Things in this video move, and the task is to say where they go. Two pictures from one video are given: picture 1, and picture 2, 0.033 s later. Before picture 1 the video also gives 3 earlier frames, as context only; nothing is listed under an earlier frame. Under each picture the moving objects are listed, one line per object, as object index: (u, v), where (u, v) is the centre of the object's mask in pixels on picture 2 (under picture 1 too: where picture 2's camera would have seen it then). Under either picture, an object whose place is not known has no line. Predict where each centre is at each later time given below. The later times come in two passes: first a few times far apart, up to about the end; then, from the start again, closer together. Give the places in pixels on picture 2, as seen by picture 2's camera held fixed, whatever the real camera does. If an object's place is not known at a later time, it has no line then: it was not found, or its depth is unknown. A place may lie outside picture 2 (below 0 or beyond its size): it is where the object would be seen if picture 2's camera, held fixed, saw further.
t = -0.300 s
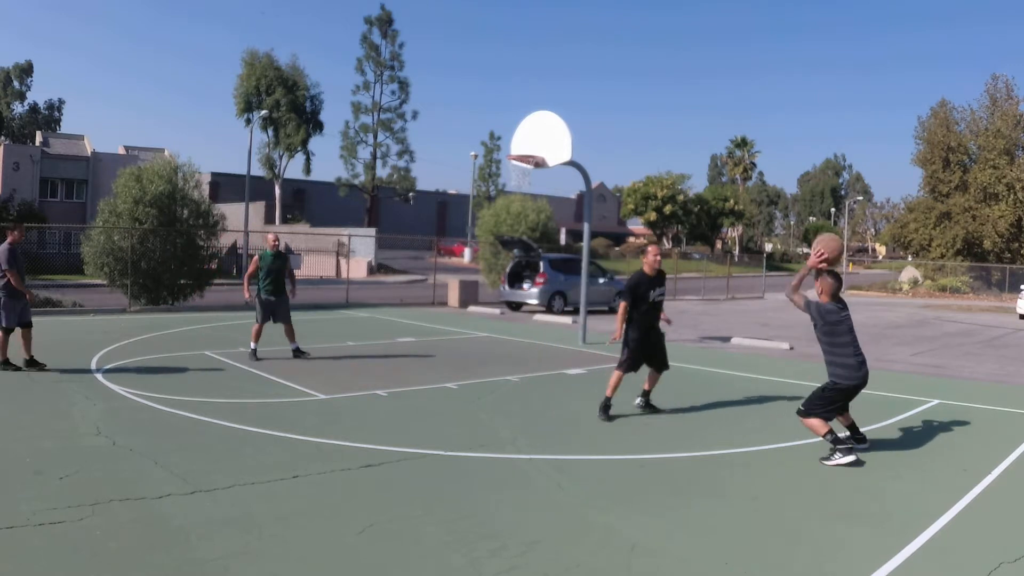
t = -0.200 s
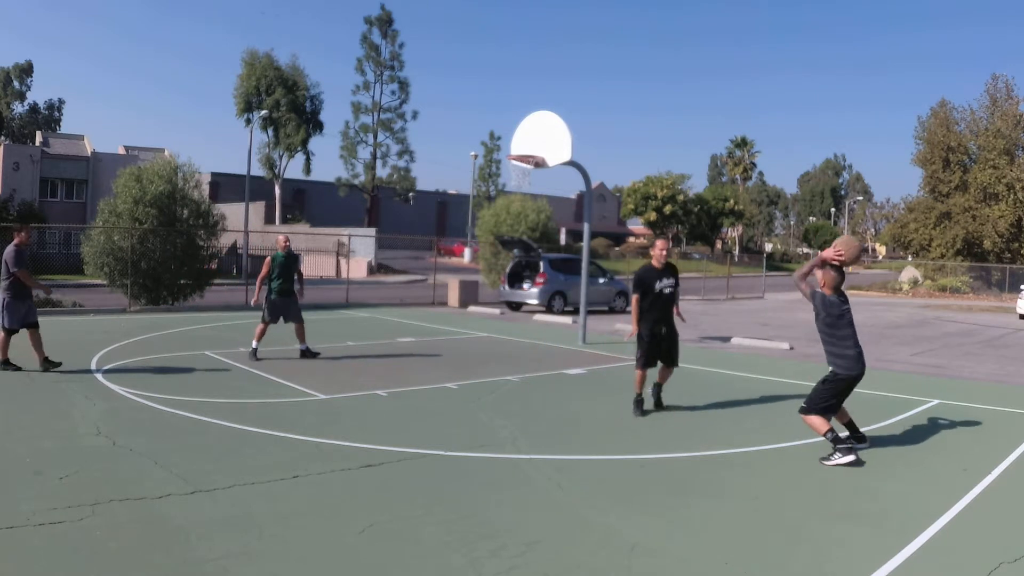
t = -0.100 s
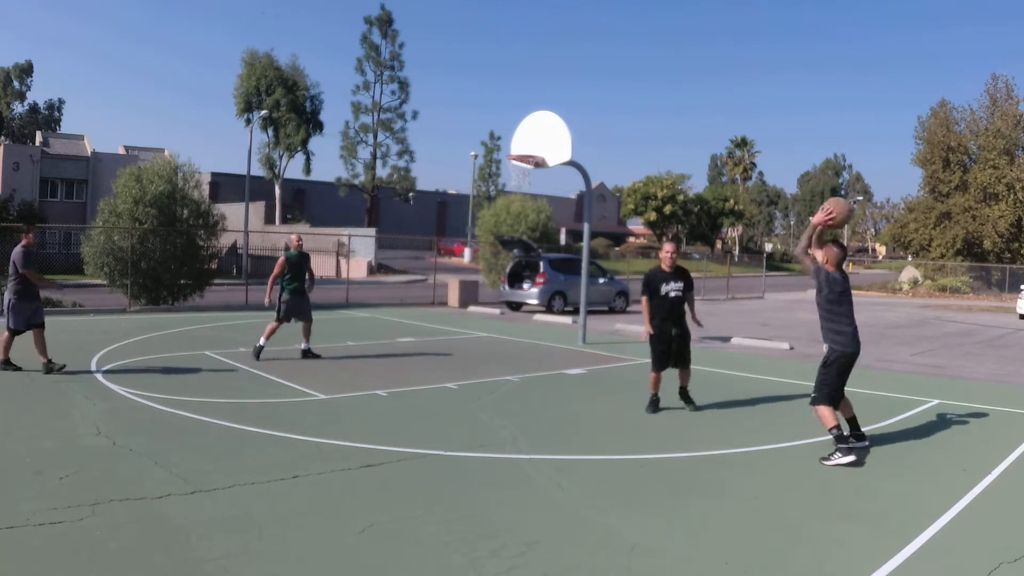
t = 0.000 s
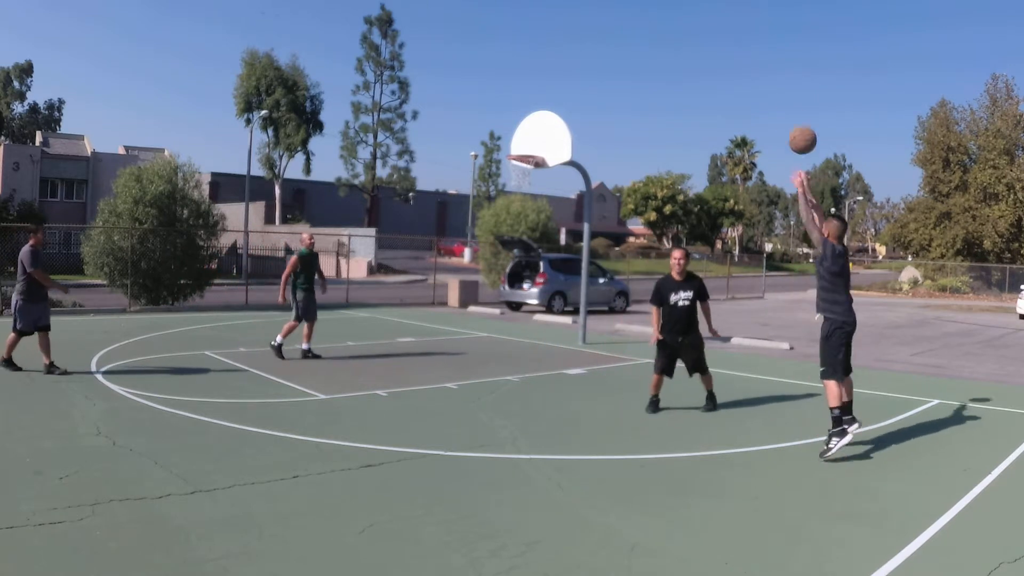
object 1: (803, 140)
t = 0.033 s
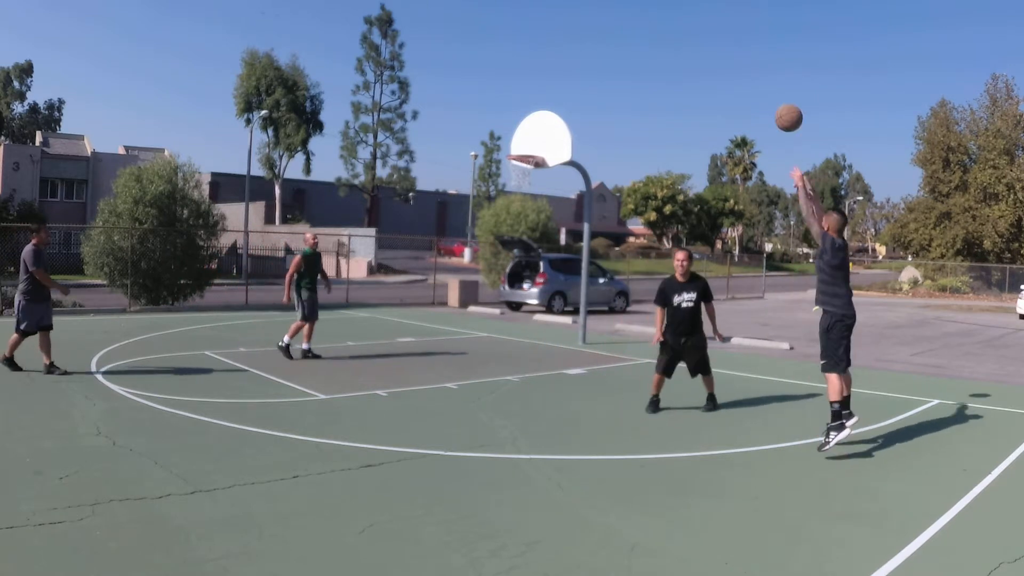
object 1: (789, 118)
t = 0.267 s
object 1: (706, 20)
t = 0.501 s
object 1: (642, 2)
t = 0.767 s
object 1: (584, 18)
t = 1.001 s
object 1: (543, 75)
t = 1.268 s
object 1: (497, 140)
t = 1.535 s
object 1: (432, 106)
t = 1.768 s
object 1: (373, 114)
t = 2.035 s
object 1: (305, 168)
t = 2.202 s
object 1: (263, 226)
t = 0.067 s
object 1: (776, 98)
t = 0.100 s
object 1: (763, 81)
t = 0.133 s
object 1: (750, 65)
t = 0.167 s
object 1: (739, 51)
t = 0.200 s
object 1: (727, 39)
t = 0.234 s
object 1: (717, 29)
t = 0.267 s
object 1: (706, 20)
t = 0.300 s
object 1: (696, 13)
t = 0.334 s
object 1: (686, 8)
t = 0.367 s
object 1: (676, 6)
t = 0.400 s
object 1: (667, 4)
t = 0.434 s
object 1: (659, 3)
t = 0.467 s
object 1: (650, 2)
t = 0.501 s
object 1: (642, 2)
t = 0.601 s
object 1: (619, 3)
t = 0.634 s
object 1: (612, 4)
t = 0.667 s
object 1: (605, 6)
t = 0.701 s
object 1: (598, 8)
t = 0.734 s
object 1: (591, 12)
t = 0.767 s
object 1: (584, 18)
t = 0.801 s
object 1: (578, 24)
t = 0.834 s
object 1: (572, 31)
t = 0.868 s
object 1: (566, 39)
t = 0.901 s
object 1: (560, 47)
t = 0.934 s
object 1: (554, 55)
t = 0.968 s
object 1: (548, 65)
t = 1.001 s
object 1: (543, 75)
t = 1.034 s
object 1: (537, 85)
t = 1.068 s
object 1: (532, 96)
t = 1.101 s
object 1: (526, 106)
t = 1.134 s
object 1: (521, 118)
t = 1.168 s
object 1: (516, 130)
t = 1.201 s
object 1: (511, 143)
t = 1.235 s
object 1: (504, 147)
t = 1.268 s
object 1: (497, 140)
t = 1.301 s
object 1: (490, 133)
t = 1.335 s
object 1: (481, 127)
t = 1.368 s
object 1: (473, 122)
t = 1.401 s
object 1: (465, 117)
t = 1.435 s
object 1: (457, 113)
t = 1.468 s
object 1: (448, 110)
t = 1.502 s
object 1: (440, 108)
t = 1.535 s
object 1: (432, 106)
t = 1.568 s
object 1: (423, 105)
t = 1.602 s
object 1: (416, 104)
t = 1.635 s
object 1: (406, 105)
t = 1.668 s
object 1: (397, 106)
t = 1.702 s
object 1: (390, 108)
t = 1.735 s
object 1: (381, 110)
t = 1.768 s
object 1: (373, 114)
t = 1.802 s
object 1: (363, 118)
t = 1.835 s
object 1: (355, 122)
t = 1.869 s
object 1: (348, 128)
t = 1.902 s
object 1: (339, 135)
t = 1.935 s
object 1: (330, 142)
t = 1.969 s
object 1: (322, 149)
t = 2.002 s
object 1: (313, 158)
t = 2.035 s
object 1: (305, 168)
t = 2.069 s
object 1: (296, 176)
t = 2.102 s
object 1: (285, 186)
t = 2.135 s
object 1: (276, 198)
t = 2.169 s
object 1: (270, 211)
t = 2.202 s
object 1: (263, 226)
